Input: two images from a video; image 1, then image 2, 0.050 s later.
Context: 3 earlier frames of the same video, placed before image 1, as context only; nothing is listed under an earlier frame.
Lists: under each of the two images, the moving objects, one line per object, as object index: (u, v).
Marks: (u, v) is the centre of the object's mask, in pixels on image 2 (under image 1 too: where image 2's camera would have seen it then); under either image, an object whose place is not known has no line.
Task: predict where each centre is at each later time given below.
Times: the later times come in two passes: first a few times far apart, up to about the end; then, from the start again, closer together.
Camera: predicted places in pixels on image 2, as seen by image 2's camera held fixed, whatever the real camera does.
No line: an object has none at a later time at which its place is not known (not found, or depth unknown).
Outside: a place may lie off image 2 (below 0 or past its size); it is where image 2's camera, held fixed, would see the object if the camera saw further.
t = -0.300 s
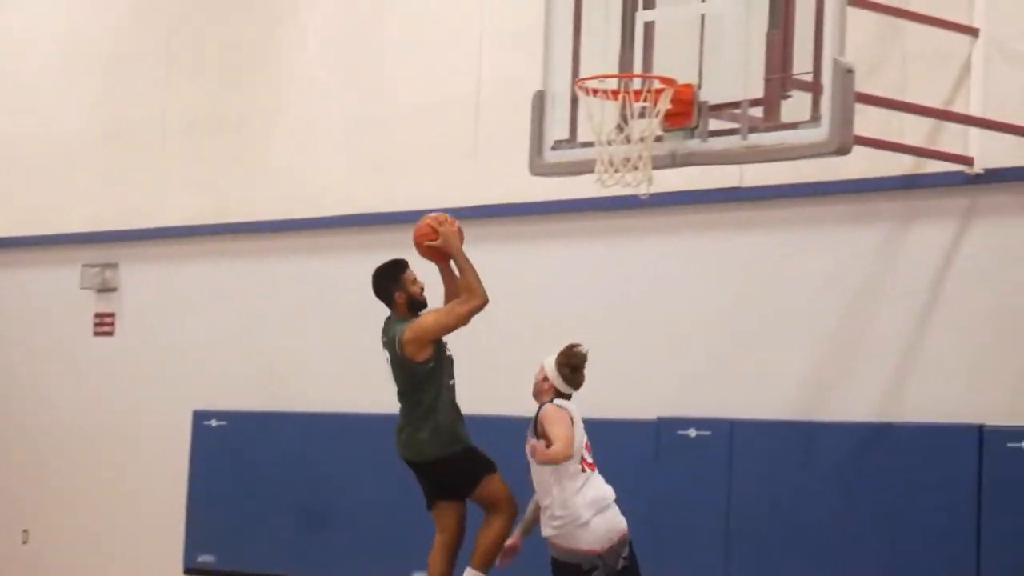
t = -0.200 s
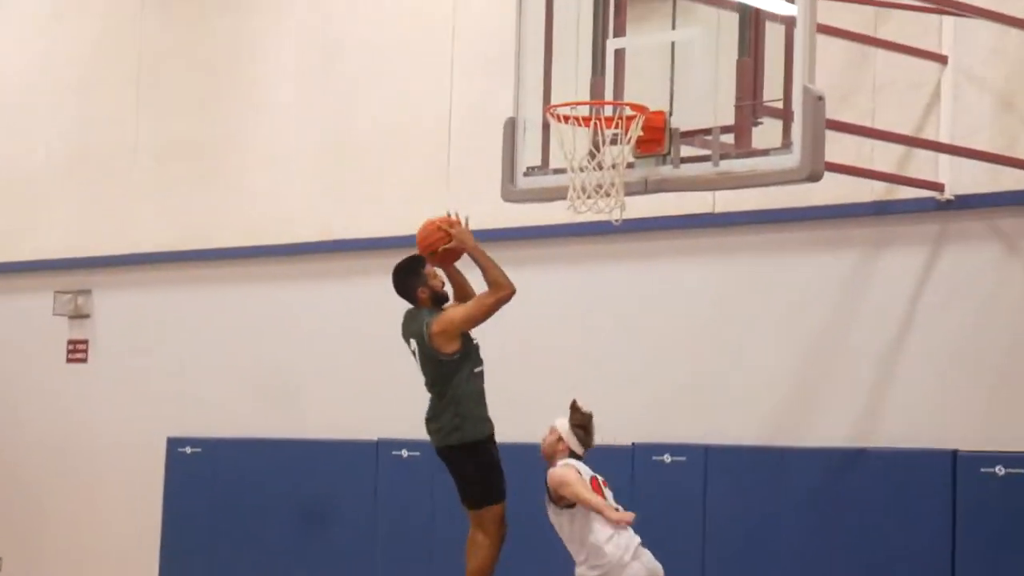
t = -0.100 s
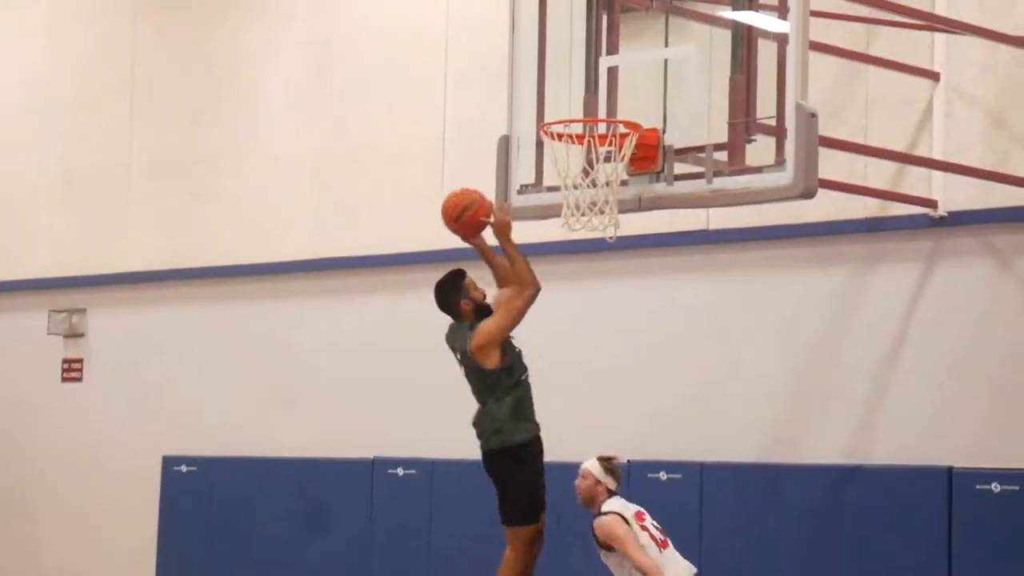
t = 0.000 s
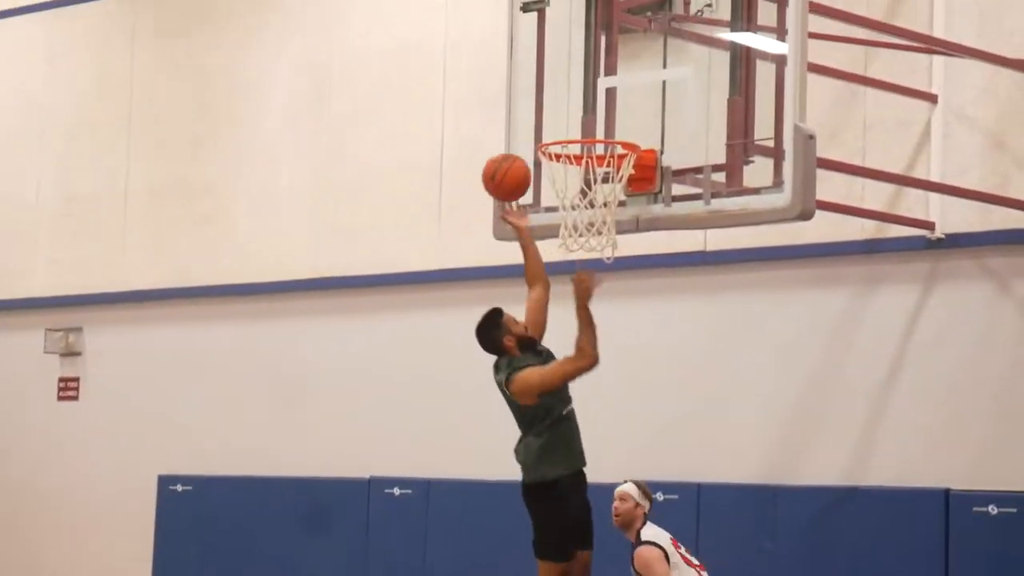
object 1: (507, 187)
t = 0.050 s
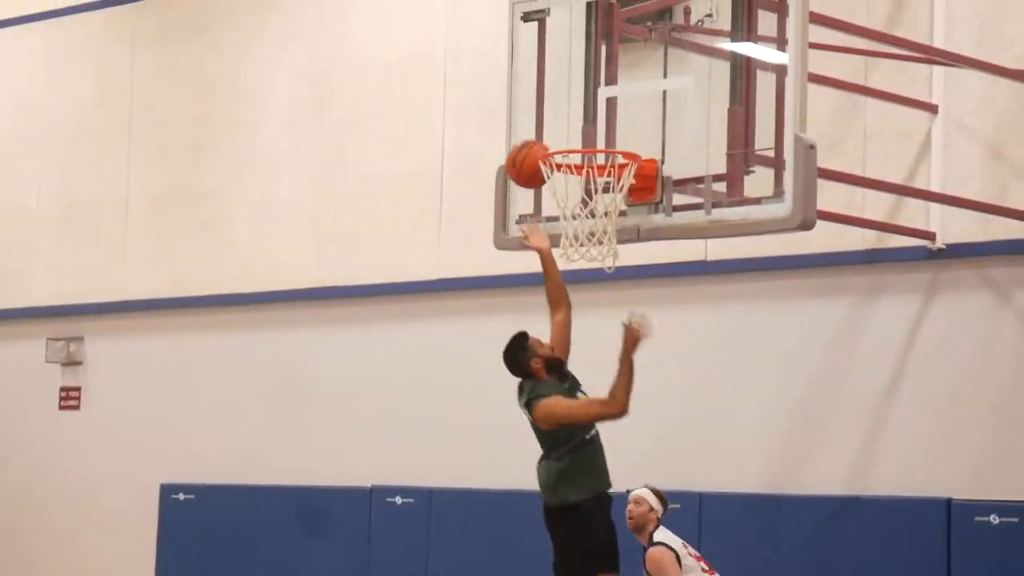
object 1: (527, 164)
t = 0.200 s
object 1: (567, 127)
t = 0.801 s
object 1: (578, 150)
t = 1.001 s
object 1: (604, 215)
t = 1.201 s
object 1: (597, 292)
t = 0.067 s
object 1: (533, 155)
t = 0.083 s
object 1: (541, 146)
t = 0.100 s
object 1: (552, 139)
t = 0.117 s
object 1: (560, 136)
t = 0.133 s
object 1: (567, 133)
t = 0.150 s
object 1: (570, 131)
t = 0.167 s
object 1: (569, 129)
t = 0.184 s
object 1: (568, 128)
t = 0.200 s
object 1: (567, 127)
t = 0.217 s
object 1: (565, 126)
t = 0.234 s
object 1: (564, 126)
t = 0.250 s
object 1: (562, 126)
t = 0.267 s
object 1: (561, 126)
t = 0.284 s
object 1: (560, 127)
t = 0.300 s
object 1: (558, 128)
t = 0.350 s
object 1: (553, 133)
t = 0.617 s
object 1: (555, 130)
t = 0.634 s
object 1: (557, 130)
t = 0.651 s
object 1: (559, 130)
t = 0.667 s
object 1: (561, 130)
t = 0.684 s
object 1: (563, 131)
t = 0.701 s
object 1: (564, 132)
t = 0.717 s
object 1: (566, 136)
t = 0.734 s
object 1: (568, 138)
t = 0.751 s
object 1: (569, 144)
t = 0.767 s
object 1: (572, 146)
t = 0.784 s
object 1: (575, 147)
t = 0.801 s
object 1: (578, 150)
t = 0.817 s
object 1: (580, 153)
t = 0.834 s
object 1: (583, 157)
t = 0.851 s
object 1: (586, 161)
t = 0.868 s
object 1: (589, 167)
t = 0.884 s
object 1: (591, 174)
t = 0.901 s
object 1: (593, 176)
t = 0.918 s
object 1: (595, 184)
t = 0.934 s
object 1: (598, 189)
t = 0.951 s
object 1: (600, 195)
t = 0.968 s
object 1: (601, 204)
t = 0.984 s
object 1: (603, 209)
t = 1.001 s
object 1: (604, 215)
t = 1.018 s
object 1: (605, 221)
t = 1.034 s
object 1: (607, 228)
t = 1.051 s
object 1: (608, 233)
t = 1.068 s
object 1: (607, 237)
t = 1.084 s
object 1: (606, 241)
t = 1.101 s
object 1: (605, 248)
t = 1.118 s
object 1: (604, 255)
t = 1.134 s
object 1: (602, 265)
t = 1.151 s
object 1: (601, 270)
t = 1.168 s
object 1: (600, 275)
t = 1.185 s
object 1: (599, 283)
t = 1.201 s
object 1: (597, 292)
